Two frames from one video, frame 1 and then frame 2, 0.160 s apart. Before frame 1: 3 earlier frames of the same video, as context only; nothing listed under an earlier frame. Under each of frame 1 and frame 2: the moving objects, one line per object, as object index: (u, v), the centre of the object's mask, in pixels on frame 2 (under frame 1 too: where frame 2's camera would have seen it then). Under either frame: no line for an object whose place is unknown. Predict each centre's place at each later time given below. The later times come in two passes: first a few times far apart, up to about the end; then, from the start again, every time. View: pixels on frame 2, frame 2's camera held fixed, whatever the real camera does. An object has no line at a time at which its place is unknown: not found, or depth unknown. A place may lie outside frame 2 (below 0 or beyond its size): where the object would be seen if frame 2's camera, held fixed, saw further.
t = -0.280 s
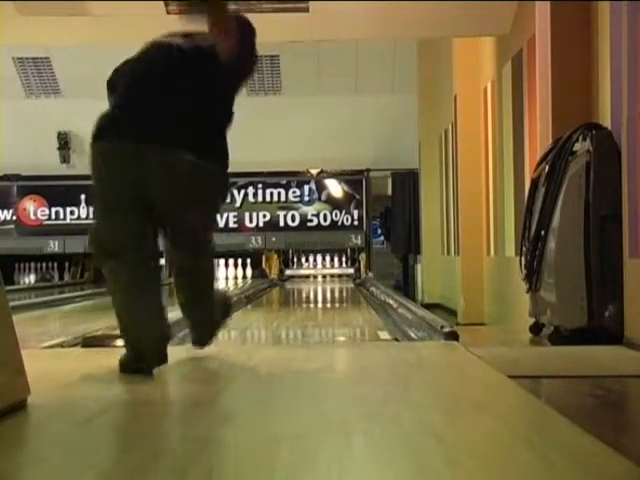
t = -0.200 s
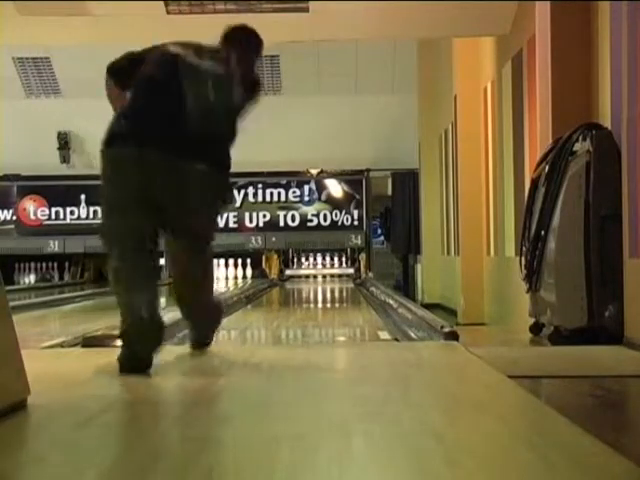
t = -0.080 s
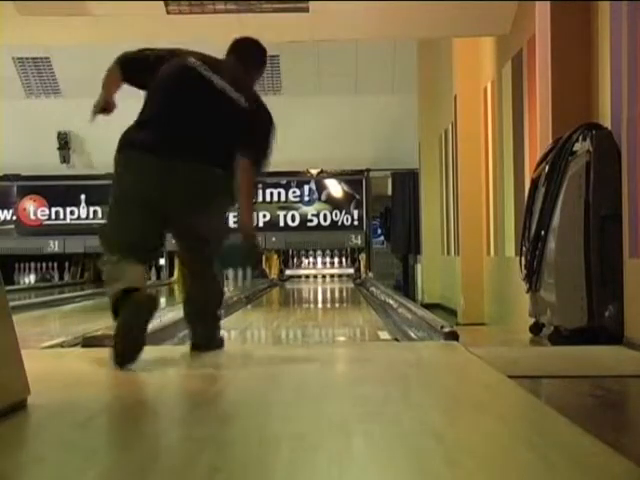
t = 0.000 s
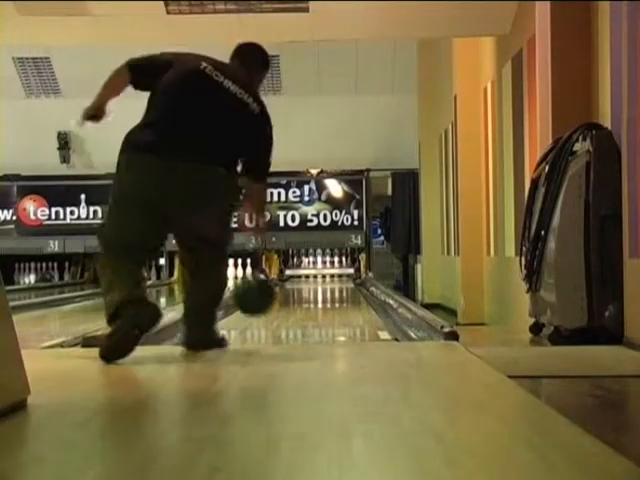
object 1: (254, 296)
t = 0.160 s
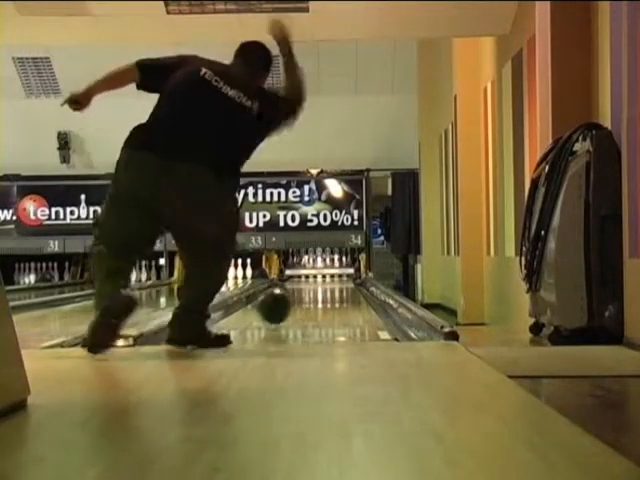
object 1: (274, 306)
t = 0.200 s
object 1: (277, 305)
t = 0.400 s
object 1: (291, 297)
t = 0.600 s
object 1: (302, 292)
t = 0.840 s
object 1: (307, 287)
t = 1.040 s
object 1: (313, 282)
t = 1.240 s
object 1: (317, 278)
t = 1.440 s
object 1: (319, 276)
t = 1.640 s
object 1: (320, 276)
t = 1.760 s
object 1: (320, 275)
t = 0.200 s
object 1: (277, 305)
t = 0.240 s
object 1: (281, 305)
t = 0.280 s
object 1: (284, 303)
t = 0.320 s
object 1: (286, 302)
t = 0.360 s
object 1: (289, 299)
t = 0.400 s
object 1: (291, 297)
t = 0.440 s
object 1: (292, 296)
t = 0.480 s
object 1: (294, 294)
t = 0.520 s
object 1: (295, 294)
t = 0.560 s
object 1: (299, 293)
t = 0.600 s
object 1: (302, 292)
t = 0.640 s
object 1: (302, 290)
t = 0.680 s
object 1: (304, 290)
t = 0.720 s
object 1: (305, 288)
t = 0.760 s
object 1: (306, 288)
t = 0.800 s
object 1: (306, 288)
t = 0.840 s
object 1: (307, 287)
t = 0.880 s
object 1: (309, 285)
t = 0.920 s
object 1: (310, 284)
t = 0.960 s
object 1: (311, 284)
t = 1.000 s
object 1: (312, 283)
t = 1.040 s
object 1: (313, 282)
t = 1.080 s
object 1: (313, 282)
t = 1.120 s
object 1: (314, 280)
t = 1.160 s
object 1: (315, 280)
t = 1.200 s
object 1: (316, 279)
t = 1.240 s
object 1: (317, 278)
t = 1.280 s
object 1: (317, 278)
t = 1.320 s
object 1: (318, 278)
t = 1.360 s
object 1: (318, 277)
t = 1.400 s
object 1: (319, 277)
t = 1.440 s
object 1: (319, 276)
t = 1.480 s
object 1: (319, 276)
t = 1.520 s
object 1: (320, 276)
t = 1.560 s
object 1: (320, 276)
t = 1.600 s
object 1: (319, 277)
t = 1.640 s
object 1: (320, 276)
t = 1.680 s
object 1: (320, 276)
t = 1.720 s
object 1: (320, 275)
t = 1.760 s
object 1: (320, 275)
